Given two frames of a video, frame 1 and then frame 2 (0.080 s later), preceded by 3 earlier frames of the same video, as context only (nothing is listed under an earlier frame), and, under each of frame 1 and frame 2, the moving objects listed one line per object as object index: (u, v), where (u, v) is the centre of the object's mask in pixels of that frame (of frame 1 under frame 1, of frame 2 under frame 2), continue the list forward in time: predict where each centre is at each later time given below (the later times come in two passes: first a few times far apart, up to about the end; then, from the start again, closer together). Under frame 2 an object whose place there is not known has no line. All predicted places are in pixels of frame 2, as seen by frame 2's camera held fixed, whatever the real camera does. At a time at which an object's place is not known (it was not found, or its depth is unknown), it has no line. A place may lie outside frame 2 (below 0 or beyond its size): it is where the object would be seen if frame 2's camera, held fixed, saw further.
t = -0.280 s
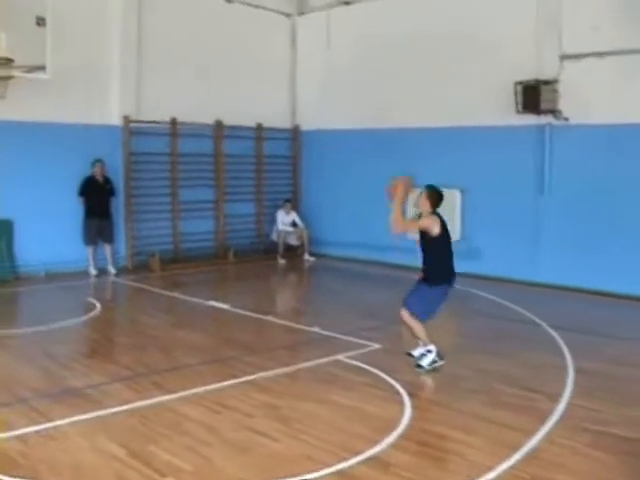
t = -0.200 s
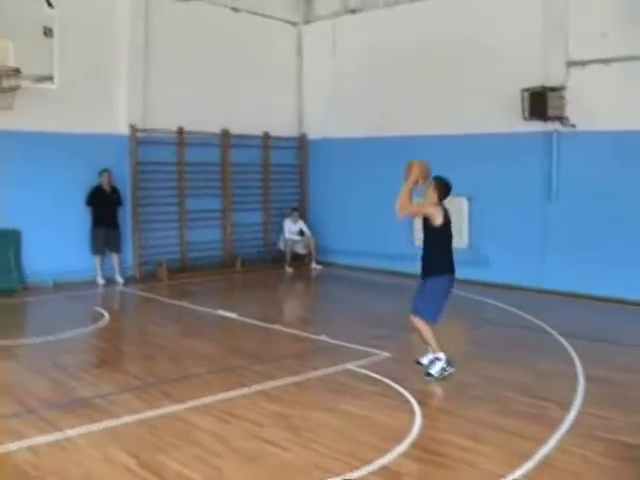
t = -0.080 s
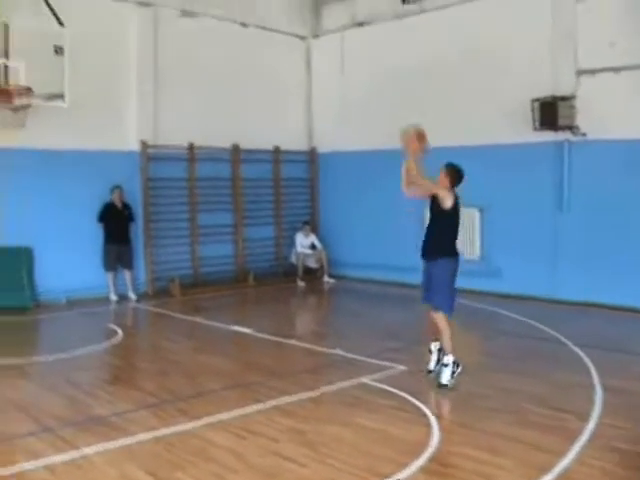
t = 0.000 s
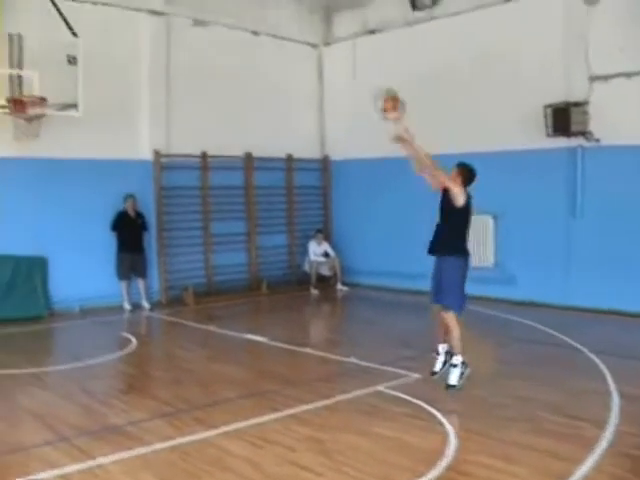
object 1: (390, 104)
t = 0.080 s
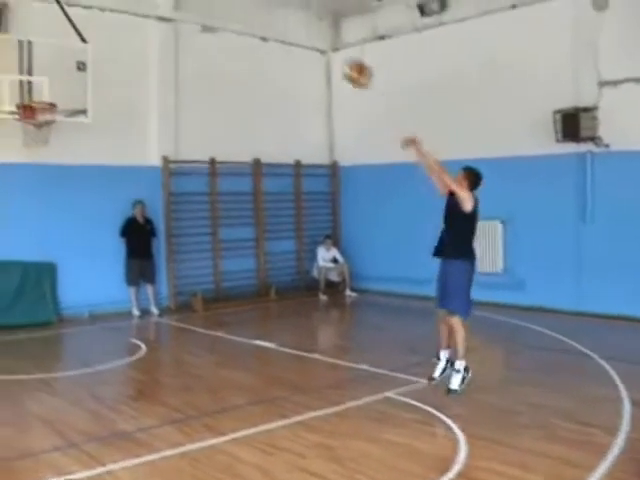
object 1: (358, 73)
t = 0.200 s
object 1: (300, 34)
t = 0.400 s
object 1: (215, 5)
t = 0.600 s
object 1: (143, 16)
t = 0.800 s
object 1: (78, 58)
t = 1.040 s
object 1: (31, 136)
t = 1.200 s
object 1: (35, 195)
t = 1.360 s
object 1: (38, 274)
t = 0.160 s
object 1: (319, 45)
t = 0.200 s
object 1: (300, 34)
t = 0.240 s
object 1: (282, 24)
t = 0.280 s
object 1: (265, 17)
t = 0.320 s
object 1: (248, 12)
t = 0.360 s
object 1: (231, 8)
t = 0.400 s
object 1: (215, 5)
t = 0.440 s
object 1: (200, 4)
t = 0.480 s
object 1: (184, 5)
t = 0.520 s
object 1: (169, 8)
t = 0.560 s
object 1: (155, 10)
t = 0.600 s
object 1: (143, 16)
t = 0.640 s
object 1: (129, 22)
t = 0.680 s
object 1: (116, 29)
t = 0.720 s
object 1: (103, 38)
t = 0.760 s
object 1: (90, 47)
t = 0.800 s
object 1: (78, 58)
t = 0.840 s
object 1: (66, 69)
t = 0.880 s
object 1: (55, 81)
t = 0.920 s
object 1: (45, 94)
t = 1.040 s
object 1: (31, 136)
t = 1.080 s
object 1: (32, 149)
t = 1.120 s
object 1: (34, 161)
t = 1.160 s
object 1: (34, 178)
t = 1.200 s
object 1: (35, 195)
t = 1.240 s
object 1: (36, 212)
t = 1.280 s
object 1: (37, 231)
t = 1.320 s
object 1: (38, 249)
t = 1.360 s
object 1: (38, 274)
